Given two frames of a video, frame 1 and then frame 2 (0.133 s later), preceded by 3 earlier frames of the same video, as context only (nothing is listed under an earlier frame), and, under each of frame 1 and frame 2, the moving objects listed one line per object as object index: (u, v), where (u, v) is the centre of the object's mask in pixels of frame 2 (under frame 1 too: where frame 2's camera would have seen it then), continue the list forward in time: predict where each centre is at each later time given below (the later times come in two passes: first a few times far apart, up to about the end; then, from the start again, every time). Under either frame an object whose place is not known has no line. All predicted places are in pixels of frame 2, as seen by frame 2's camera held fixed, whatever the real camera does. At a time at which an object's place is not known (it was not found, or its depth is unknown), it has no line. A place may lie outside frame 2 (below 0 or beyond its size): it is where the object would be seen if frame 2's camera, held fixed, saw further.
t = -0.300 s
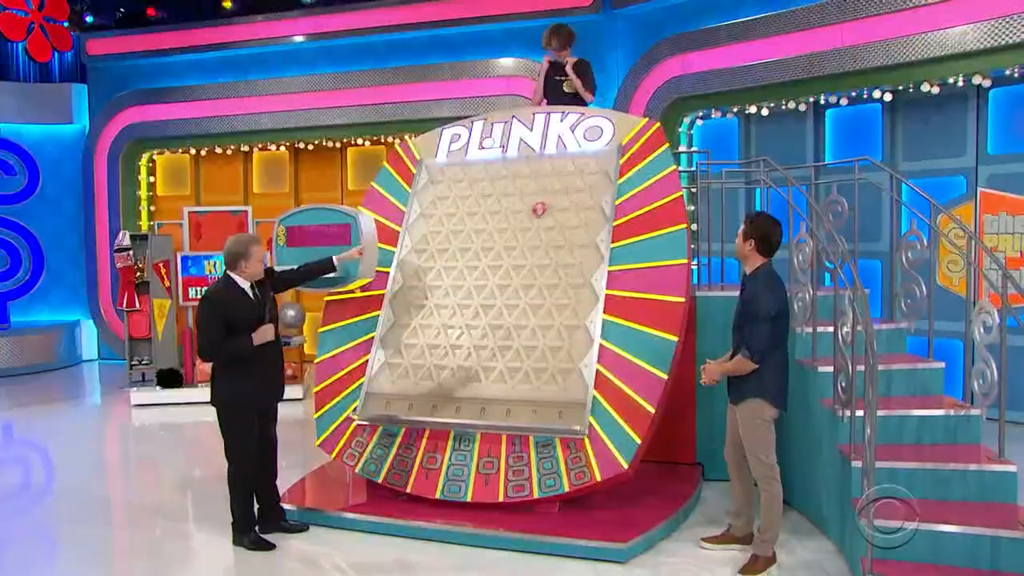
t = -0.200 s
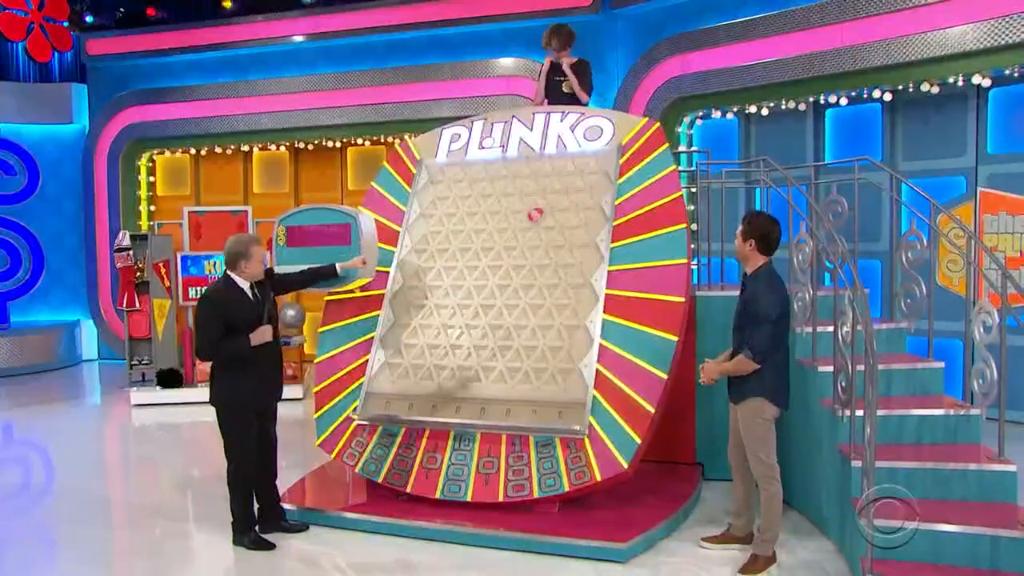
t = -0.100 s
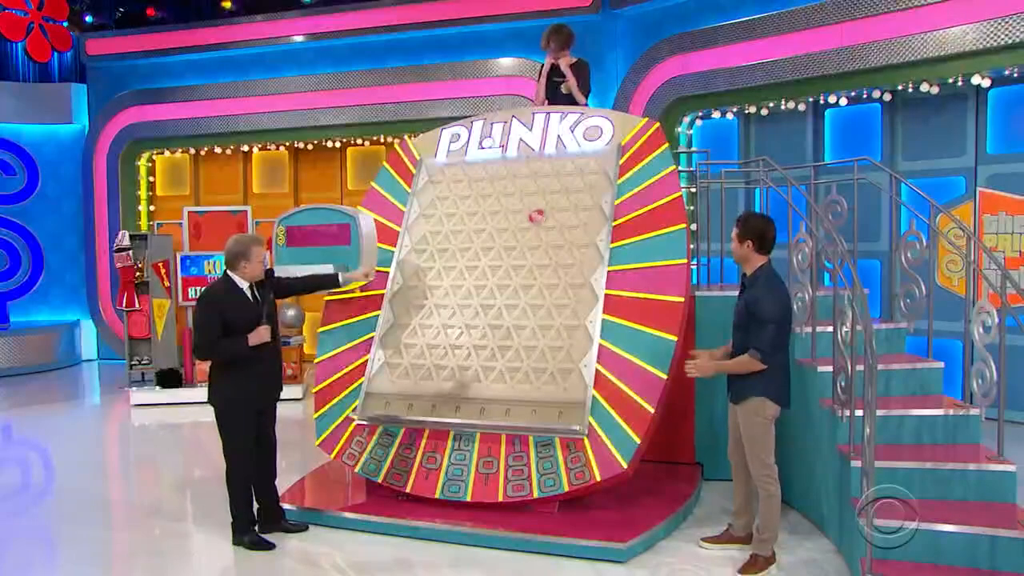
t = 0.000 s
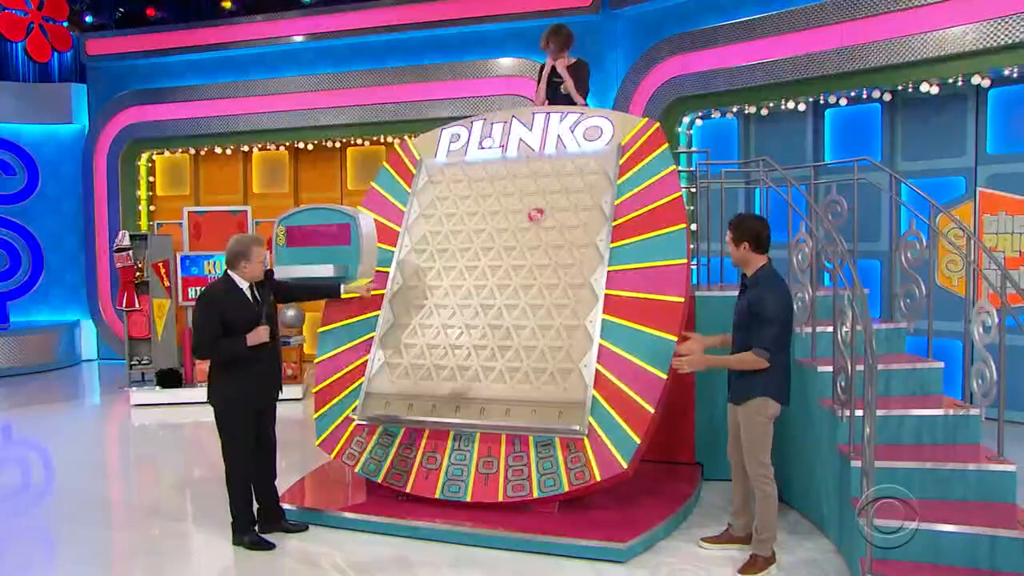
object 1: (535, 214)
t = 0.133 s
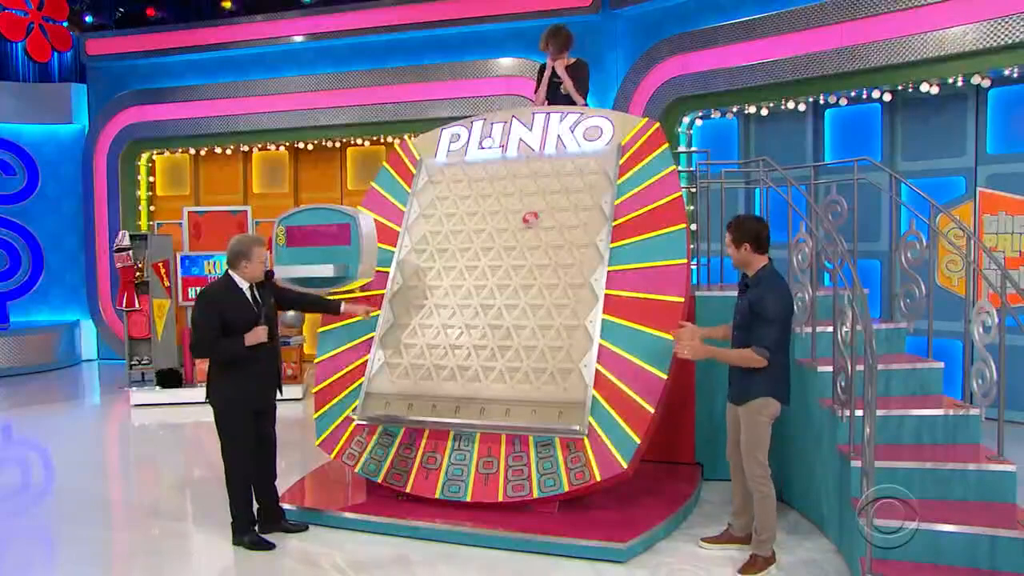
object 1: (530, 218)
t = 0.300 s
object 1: (527, 234)
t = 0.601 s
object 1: (512, 274)
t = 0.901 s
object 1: (509, 291)
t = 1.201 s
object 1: (519, 324)
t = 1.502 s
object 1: (532, 336)
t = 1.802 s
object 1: (530, 342)
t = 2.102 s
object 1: (531, 353)
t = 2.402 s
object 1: (544, 377)
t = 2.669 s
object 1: (546, 408)
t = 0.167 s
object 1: (527, 220)
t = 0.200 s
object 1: (525, 223)
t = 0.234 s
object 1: (524, 226)
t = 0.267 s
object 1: (526, 231)
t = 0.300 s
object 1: (527, 234)
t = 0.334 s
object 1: (531, 235)
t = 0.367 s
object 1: (535, 236)
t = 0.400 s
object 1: (536, 239)
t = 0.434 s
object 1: (535, 243)
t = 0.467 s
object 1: (531, 248)
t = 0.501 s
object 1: (526, 253)
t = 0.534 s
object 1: (520, 261)
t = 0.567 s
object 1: (517, 270)
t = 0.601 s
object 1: (512, 274)
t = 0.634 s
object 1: (506, 275)
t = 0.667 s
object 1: (502, 276)
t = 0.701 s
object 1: (503, 274)
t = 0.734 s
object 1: (504, 274)
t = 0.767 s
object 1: (505, 276)
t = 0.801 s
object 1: (505, 280)
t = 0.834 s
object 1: (505, 286)
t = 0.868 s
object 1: (507, 292)
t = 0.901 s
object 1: (509, 291)
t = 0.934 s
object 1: (510, 292)
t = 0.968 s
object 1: (511, 296)
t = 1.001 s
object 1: (512, 300)
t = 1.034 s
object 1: (513, 305)
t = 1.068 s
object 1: (515, 312)
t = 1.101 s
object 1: (518, 316)
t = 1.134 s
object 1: (521, 319)
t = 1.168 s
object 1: (520, 322)
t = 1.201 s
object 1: (519, 324)
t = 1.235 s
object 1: (520, 328)
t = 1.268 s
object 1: (523, 331)
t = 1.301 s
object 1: (527, 334)
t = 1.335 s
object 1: (531, 334)
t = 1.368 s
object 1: (535, 335)
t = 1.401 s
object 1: (537, 336)
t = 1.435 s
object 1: (535, 334)
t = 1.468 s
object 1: (534, 334)
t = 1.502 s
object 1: (532, 336)
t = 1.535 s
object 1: (530, 341)
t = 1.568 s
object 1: (529, 346)
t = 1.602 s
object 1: (528, 352)
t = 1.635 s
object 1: (528, 353)
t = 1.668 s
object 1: (529, 348)
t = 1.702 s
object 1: (529, 344)
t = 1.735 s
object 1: (530, 342)
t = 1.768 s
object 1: (530, 342)
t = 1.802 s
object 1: (530, 342)
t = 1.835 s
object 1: (530, 343)
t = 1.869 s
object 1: (529, 346)
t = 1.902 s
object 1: (528, 350)
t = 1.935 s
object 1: (527, 352)
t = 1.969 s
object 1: (527, 351)
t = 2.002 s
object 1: (527, 350)
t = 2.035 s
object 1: (527, 350)
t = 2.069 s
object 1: (528, 352)
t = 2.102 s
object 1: (531, 353)
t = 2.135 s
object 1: (532, 353)
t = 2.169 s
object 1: (533, 353)
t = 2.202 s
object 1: (534, 353)
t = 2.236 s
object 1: (535, 354)
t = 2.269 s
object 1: (537, 357)
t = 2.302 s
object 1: (539, 362)
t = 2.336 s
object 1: (540, 366)
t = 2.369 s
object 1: (541, 372)
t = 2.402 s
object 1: (544, 377)
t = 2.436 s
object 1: (550, 379)
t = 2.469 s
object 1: (555, 379)
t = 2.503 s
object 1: (555, 377)
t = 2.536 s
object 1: (554, 378)
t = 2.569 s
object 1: (551, 382)
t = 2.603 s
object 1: (550, 388)
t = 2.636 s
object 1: (549, 399)
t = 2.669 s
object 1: (546, 408)
